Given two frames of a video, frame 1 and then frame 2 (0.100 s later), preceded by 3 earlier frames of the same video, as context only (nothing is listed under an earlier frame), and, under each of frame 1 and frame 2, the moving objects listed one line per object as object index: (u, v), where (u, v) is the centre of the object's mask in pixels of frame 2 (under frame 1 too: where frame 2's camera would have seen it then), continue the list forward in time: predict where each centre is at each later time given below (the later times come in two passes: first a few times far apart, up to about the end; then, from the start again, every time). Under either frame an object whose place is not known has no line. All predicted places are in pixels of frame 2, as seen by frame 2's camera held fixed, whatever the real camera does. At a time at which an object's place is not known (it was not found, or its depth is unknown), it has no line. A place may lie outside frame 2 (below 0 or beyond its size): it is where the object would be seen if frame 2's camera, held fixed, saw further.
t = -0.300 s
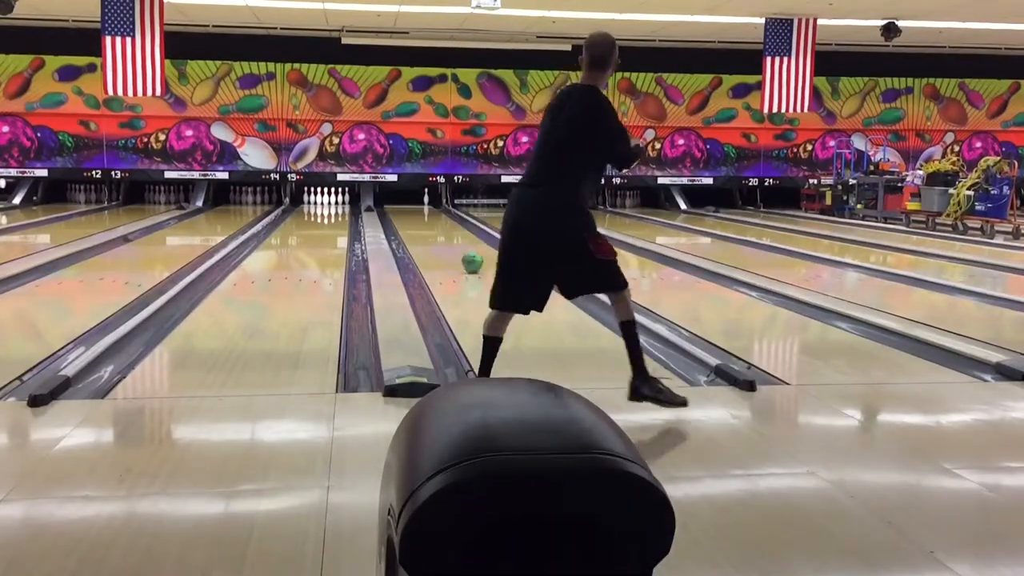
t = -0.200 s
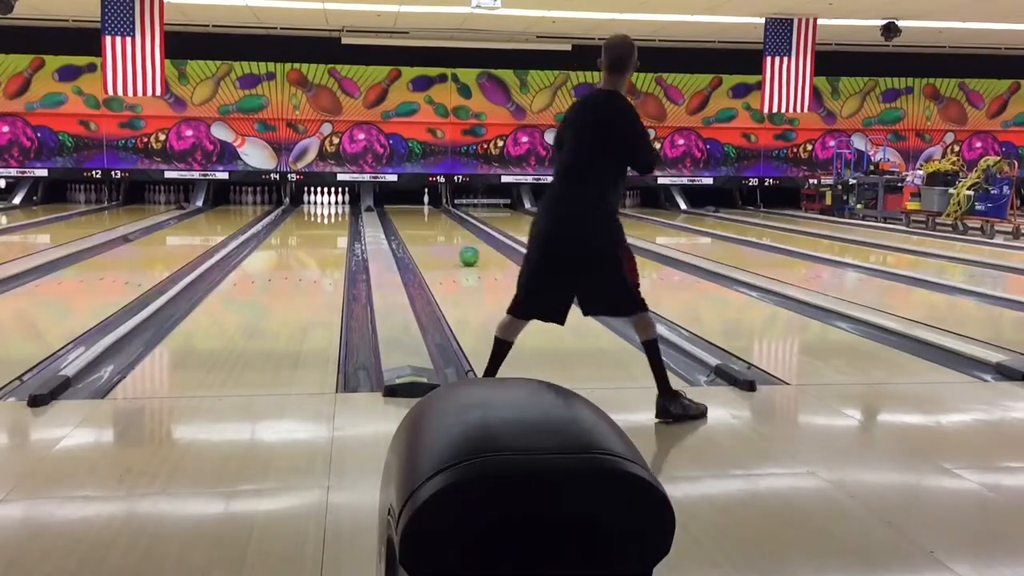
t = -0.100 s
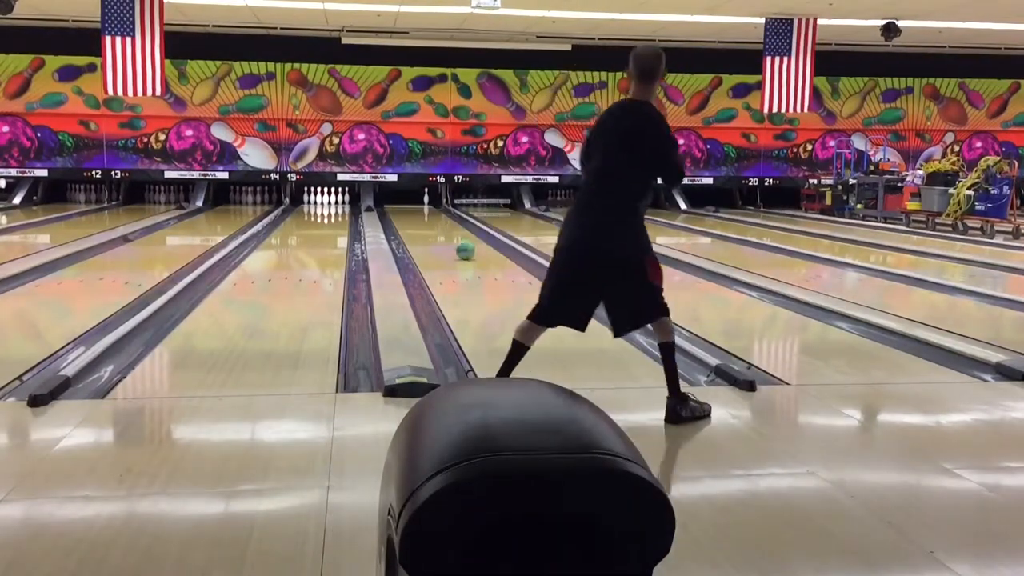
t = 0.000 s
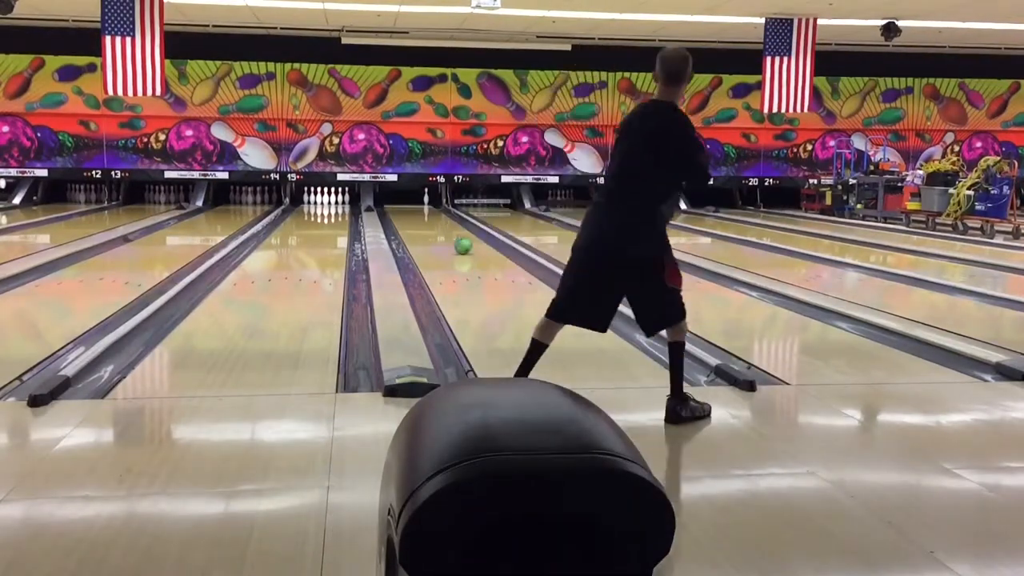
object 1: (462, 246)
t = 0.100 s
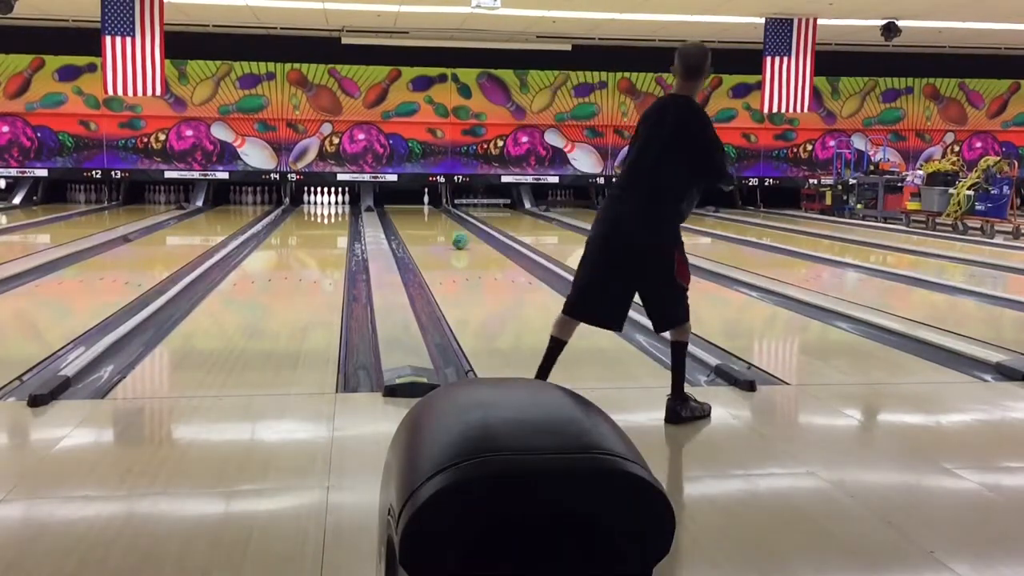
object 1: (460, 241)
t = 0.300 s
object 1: (454, 234)
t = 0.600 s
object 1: (448, 223)
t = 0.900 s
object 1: (444, 216)
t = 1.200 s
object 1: (438, 210)
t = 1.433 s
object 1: (434, 206)
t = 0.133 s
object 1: (459, 240)
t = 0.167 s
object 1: (459, 238)
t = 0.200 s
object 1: (458, 236)
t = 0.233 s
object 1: (456, 235)
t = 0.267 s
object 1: (455, 234)
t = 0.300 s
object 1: (454, 234)
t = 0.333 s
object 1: (454, 233)
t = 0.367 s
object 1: (454, 231)
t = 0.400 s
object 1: (453, 229)
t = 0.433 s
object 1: (452, 228)
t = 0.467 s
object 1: (451, 227)
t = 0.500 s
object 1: (451, 226)
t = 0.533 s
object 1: (450, 225)
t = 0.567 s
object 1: (449, 224)
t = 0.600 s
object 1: (448, 223)
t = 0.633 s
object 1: (448, 222)
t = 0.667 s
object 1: (447, 222)
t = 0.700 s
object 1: (447, 221)
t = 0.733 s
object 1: (447, 220)
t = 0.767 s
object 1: (446, 219)
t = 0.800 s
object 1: (445, 218)
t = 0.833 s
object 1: (444, 217)
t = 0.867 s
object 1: (444, 216)
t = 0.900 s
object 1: (444, 216)
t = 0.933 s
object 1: (443, 215)
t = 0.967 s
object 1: (443, 214)
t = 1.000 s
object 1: (442, 214)
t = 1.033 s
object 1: (441, 213)
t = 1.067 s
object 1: (441, 213)
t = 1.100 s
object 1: (440, 212)
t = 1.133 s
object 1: (440, 211)
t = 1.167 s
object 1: (439, 210)
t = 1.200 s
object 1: (438, 210)
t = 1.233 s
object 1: (438, 209)
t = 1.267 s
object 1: (437, 209)
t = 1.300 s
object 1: (436, 208)
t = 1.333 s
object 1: (436, 207)
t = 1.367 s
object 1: (435, 207)
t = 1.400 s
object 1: (434, 207)
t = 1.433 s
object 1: (434, 206)
